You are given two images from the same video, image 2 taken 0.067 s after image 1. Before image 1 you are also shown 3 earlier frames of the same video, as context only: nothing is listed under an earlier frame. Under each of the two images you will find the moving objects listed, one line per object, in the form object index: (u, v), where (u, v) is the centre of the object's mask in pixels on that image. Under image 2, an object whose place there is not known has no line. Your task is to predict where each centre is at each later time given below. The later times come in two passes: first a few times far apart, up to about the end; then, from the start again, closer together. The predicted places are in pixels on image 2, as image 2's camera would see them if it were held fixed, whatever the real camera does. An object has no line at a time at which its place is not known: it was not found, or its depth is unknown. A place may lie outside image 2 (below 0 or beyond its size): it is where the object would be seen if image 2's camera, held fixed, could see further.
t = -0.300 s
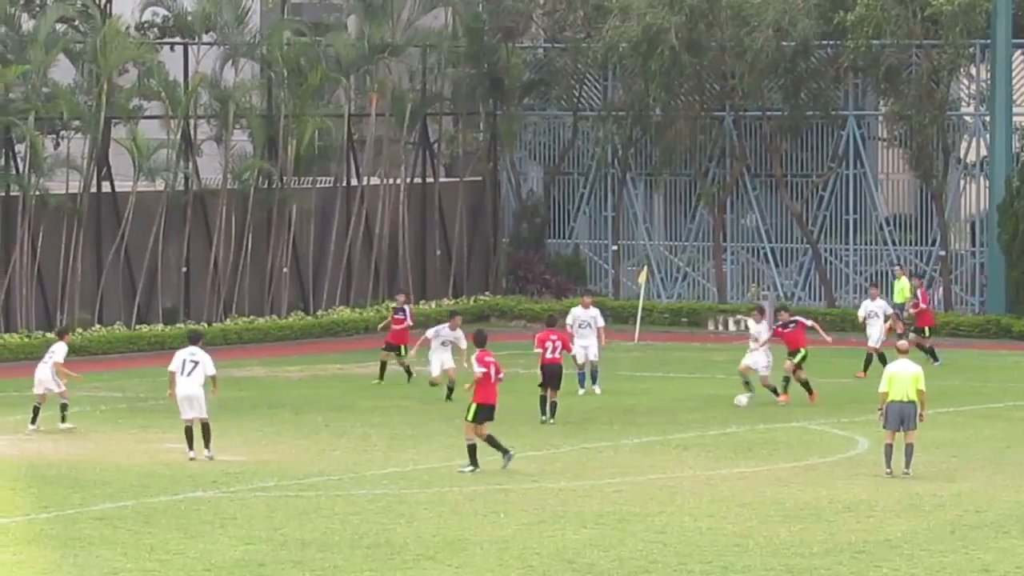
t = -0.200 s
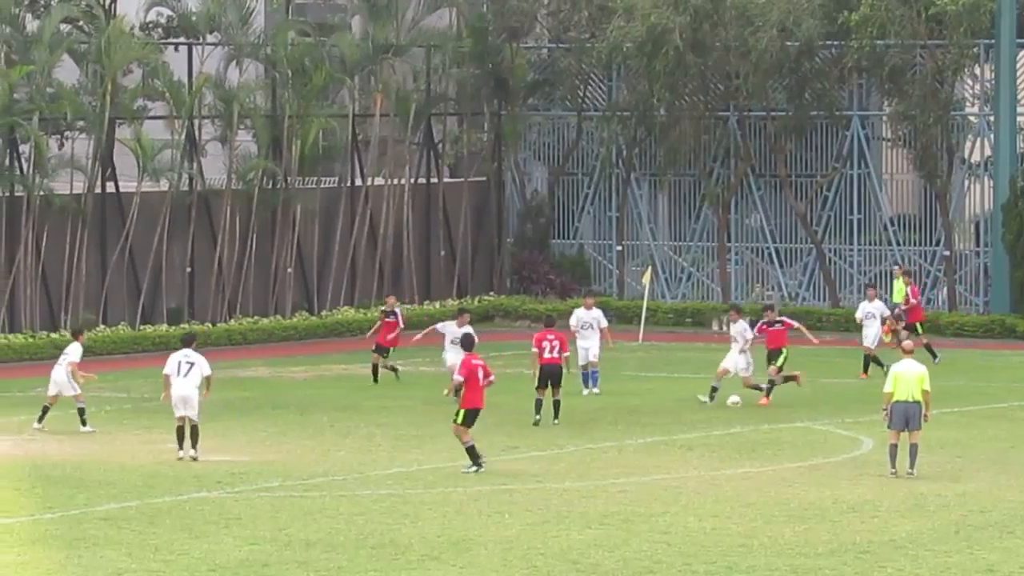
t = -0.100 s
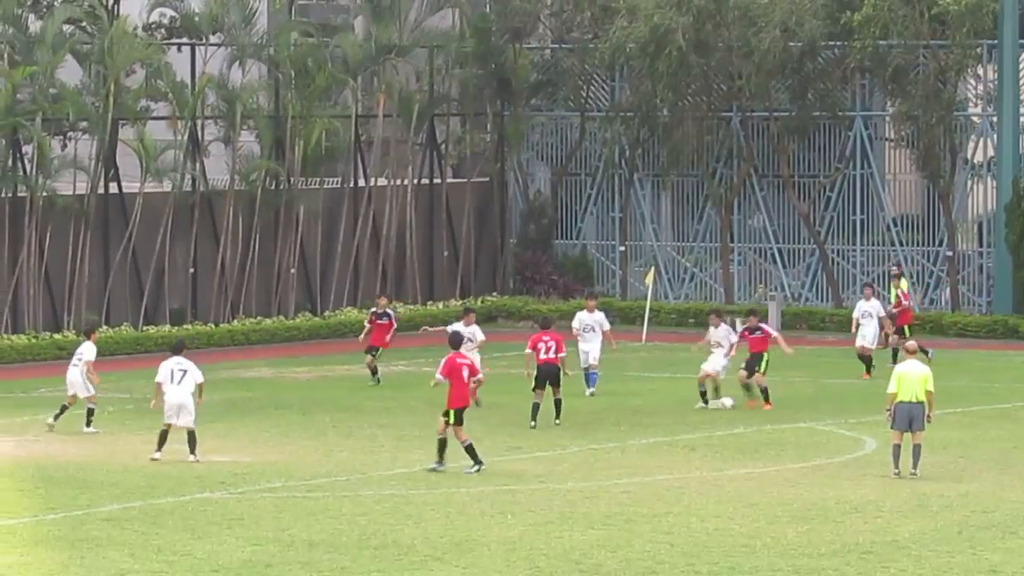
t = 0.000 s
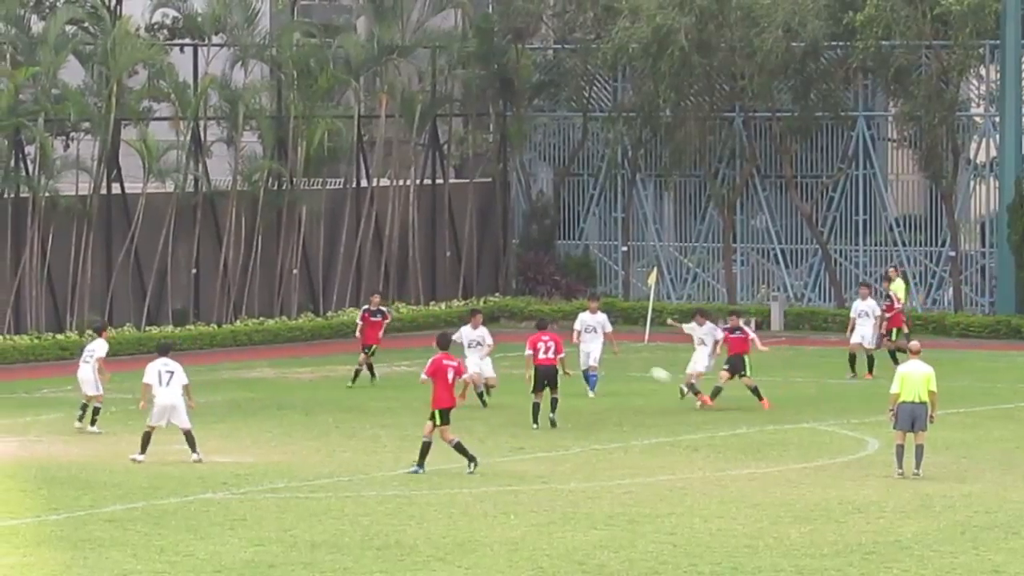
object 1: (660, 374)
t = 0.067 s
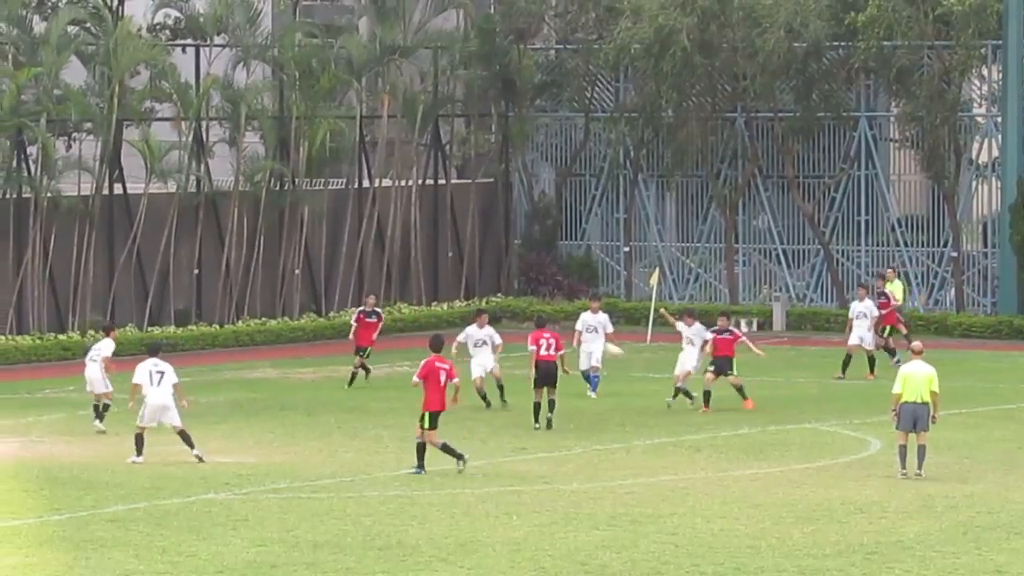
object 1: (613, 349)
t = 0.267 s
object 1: (460, 288)
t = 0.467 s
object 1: (303, 246)
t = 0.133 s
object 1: (562, 327)
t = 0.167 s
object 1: (536, 314)
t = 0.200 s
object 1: (511, 307)
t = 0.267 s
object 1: (460, 288)
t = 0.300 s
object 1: (434, 280)
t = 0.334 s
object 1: (408, 272)
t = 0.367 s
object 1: (382, 265)
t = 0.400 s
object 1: (356, 258)
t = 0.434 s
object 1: (329, 252)
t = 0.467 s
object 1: (303, 246)
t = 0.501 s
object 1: (276, 240)
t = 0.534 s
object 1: (250, 236)
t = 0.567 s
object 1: (223, 231)
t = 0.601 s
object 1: (195, 228)
